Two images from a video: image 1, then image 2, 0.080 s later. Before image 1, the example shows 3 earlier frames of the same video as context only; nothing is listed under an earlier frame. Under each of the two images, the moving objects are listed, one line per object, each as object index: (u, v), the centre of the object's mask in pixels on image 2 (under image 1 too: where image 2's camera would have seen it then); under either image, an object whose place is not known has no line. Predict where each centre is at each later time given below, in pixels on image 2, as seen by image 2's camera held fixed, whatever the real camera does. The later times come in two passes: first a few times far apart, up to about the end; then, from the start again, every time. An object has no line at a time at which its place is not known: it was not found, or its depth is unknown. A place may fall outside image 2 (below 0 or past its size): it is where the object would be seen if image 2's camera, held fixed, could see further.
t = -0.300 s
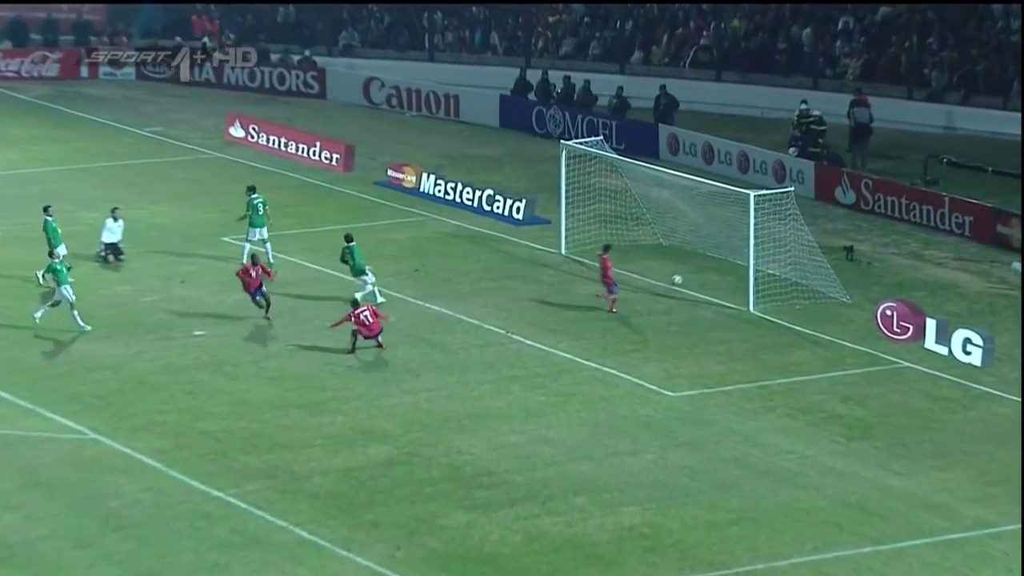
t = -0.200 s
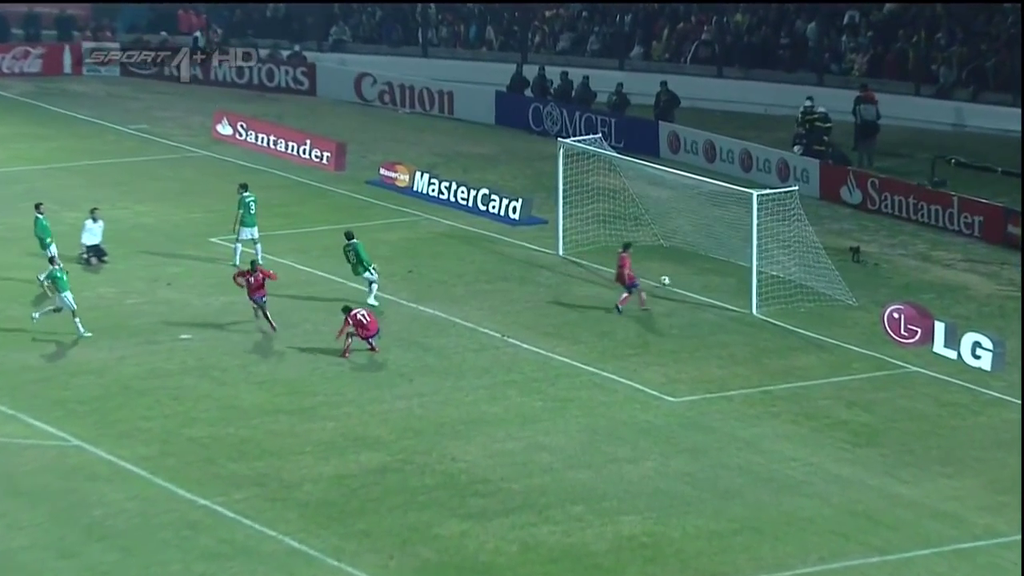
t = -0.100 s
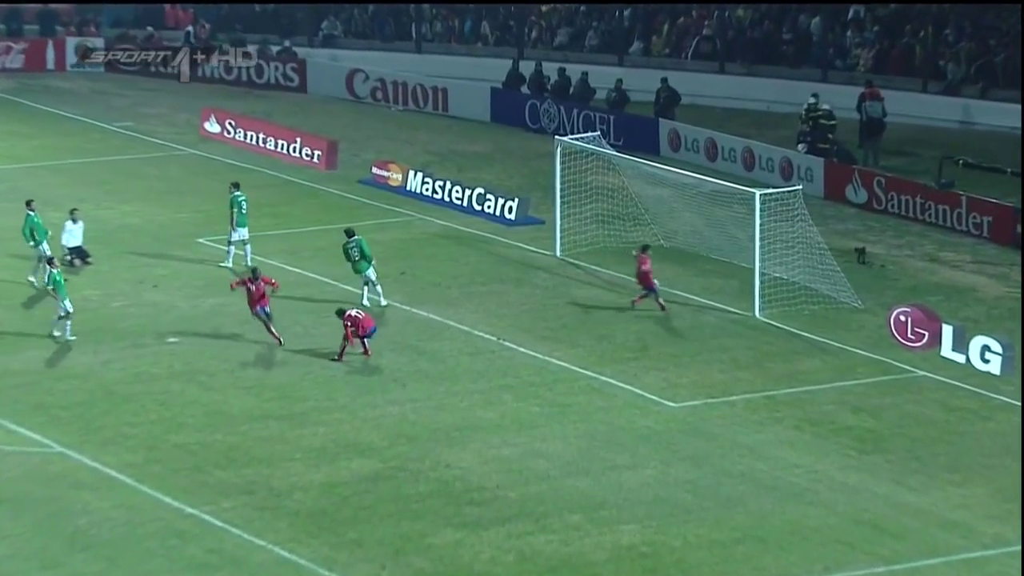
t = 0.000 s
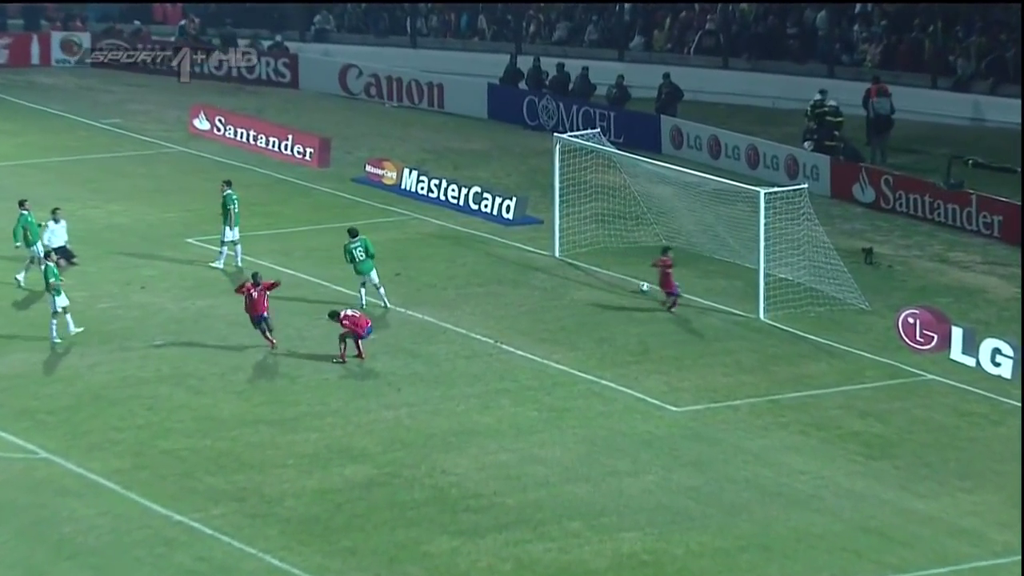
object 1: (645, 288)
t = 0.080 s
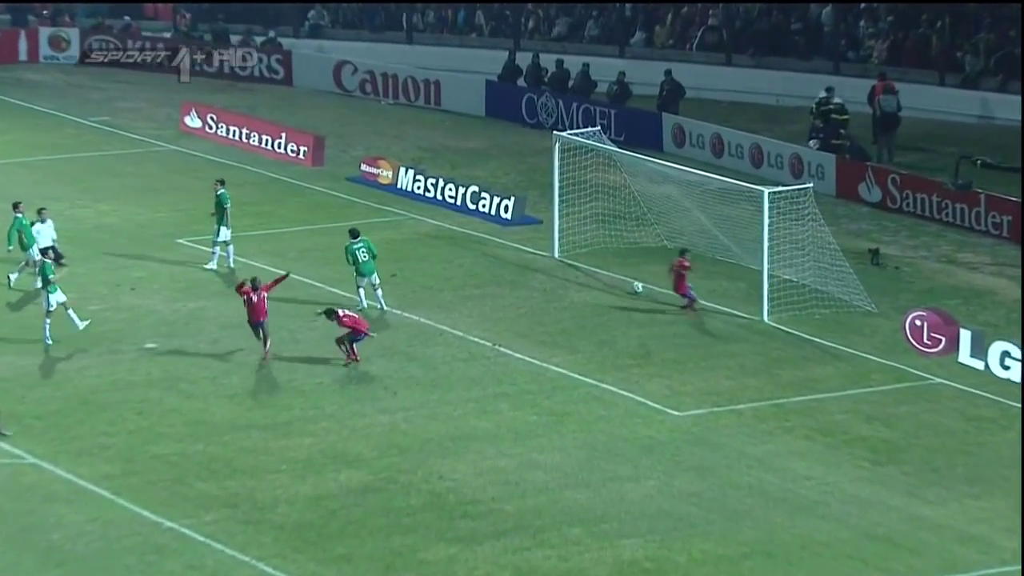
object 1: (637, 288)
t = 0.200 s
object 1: (627, 292)
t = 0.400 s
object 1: (609, 293)
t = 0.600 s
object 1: (592, 295)
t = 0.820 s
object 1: (575, 297)
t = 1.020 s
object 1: (560, 299)
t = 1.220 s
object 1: (546, 300)
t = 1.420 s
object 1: (534, 301)
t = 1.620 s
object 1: (522, 303)
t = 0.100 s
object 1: (636, 288)
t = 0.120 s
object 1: (634, 288)
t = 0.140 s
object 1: (633, 288)
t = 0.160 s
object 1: (631, 290)
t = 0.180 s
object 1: (629, 291)
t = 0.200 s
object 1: (627, 292)
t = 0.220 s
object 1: (625, 292)
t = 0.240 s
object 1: (623, 292)
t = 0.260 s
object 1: (621, 292)
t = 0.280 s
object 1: (620, 292)
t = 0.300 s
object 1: (618, 292)
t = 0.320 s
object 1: (617, 292)
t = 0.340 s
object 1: (615, 292)
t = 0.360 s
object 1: (613, 293)
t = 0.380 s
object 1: (611, 293)
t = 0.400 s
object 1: (609, 293)
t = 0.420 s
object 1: (607, 293)
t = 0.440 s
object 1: (606, 294)
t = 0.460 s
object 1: (604, 294)
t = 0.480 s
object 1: (602, 295)
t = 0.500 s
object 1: (600, 294)
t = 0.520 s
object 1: (599, 294)
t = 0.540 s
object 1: (597, 294)
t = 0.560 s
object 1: (596, 294)
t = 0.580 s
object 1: (594, 295)
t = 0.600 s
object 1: (592, 295)
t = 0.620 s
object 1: (591, 295)
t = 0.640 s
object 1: (589, 295)
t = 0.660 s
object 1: (587, 296)
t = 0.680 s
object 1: (585, 296)
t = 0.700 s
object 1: (584, 296)
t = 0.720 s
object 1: (583, 296)
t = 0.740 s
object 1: (581, 296)
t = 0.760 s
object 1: (580, 297)
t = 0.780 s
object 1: (578, 297)
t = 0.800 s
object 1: (576, 297)
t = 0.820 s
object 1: (575, 297)
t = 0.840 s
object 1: (574, 297)
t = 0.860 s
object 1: (572, 297)
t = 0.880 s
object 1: (570, 297)
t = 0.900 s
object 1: (569, 297)
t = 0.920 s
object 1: (567, 297)
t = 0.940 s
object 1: (566, 297)
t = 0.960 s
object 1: (565, 297)
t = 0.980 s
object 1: (563, 298)
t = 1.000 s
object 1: (561, 298)
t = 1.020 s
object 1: (560, 299)
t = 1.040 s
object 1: (559, 299)
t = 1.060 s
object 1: (557, 299)
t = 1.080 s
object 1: (556, 298)
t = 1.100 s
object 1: (554, 299)
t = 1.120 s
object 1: (553, 299)
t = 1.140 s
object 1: (552, 299)
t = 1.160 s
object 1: (550, 300)
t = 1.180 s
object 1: (549, 300)
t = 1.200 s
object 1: (548, 300)
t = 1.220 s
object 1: (546, 300)
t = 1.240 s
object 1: (545, 300)
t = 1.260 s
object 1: (543, 300)
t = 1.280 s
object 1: (542, 300)
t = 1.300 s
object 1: (541, 301)
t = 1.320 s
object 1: (540, 301)
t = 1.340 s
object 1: (539, 301)
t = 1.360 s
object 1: (538, 301)
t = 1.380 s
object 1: (536, 301)
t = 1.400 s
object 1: (535, 301)
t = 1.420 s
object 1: (534, 301)
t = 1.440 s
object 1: (533, 301)
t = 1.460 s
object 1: (531, 302)
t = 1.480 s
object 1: (530, 302)
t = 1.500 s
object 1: (529, 302)
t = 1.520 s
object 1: (528, 302)
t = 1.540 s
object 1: (526, 303)
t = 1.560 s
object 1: (525, 302)
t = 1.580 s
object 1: (524, 302)
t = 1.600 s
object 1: (523, 303)
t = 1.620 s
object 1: (522, 303)
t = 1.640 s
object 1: (522, 303)
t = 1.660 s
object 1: (520, 303)
